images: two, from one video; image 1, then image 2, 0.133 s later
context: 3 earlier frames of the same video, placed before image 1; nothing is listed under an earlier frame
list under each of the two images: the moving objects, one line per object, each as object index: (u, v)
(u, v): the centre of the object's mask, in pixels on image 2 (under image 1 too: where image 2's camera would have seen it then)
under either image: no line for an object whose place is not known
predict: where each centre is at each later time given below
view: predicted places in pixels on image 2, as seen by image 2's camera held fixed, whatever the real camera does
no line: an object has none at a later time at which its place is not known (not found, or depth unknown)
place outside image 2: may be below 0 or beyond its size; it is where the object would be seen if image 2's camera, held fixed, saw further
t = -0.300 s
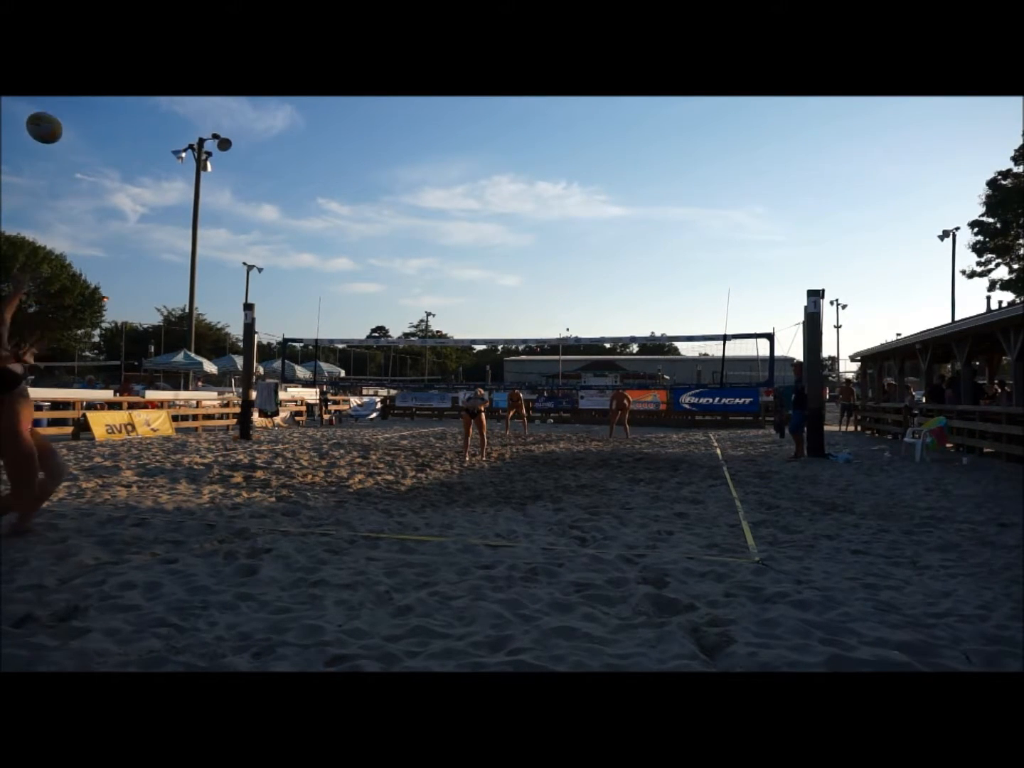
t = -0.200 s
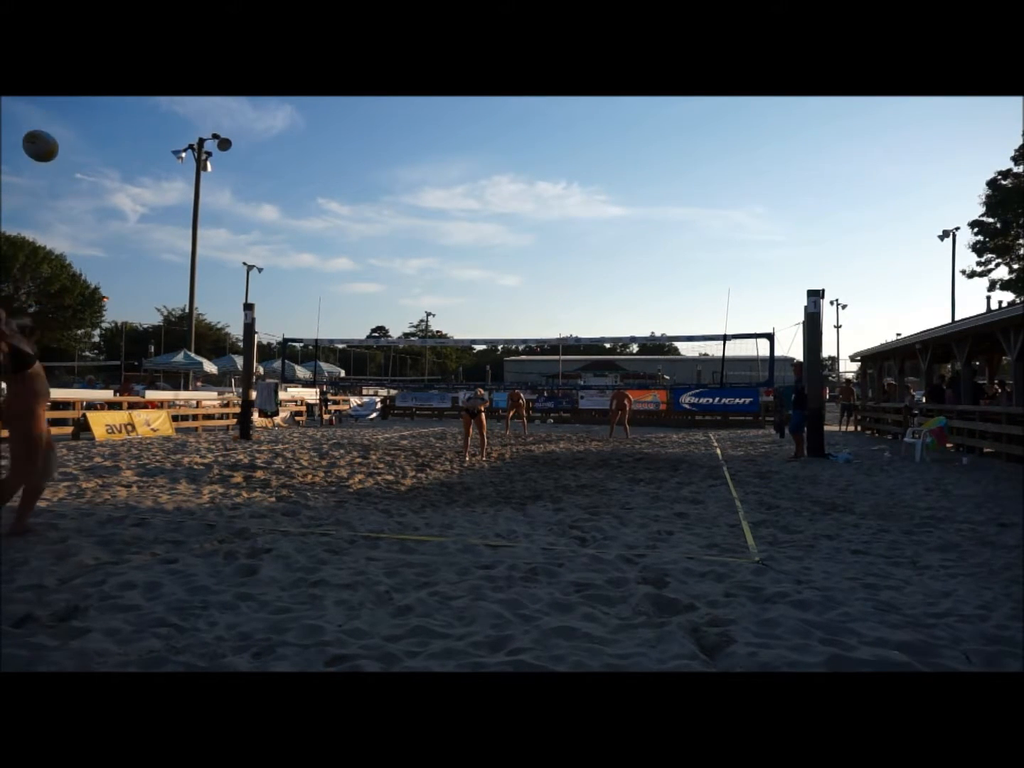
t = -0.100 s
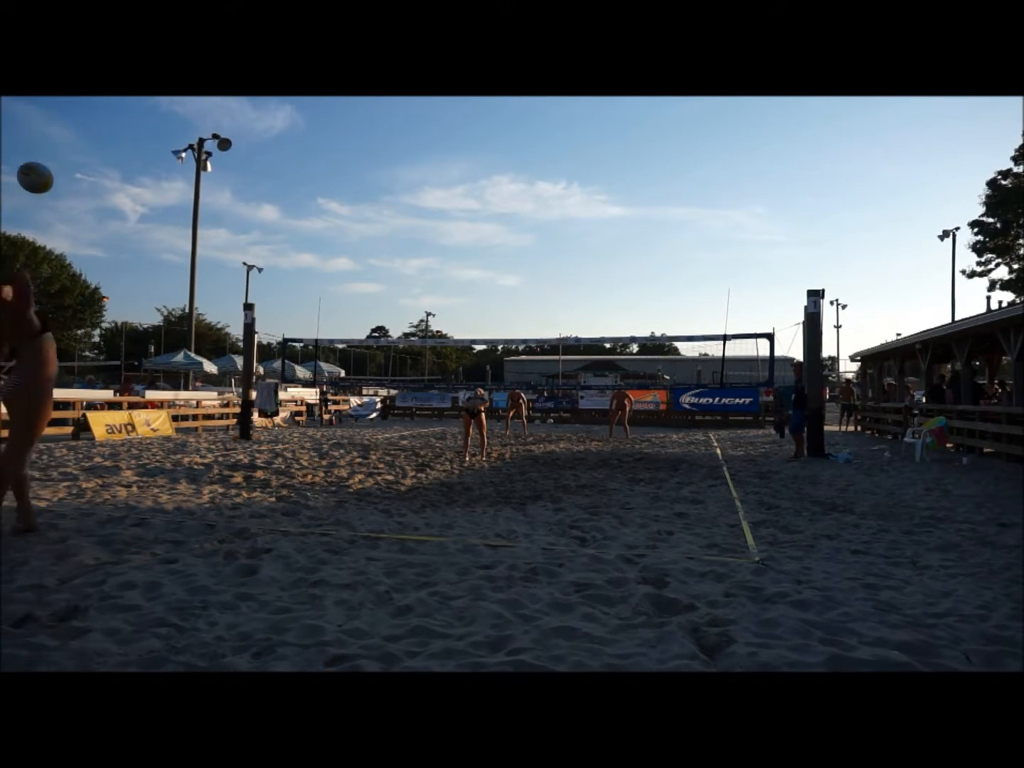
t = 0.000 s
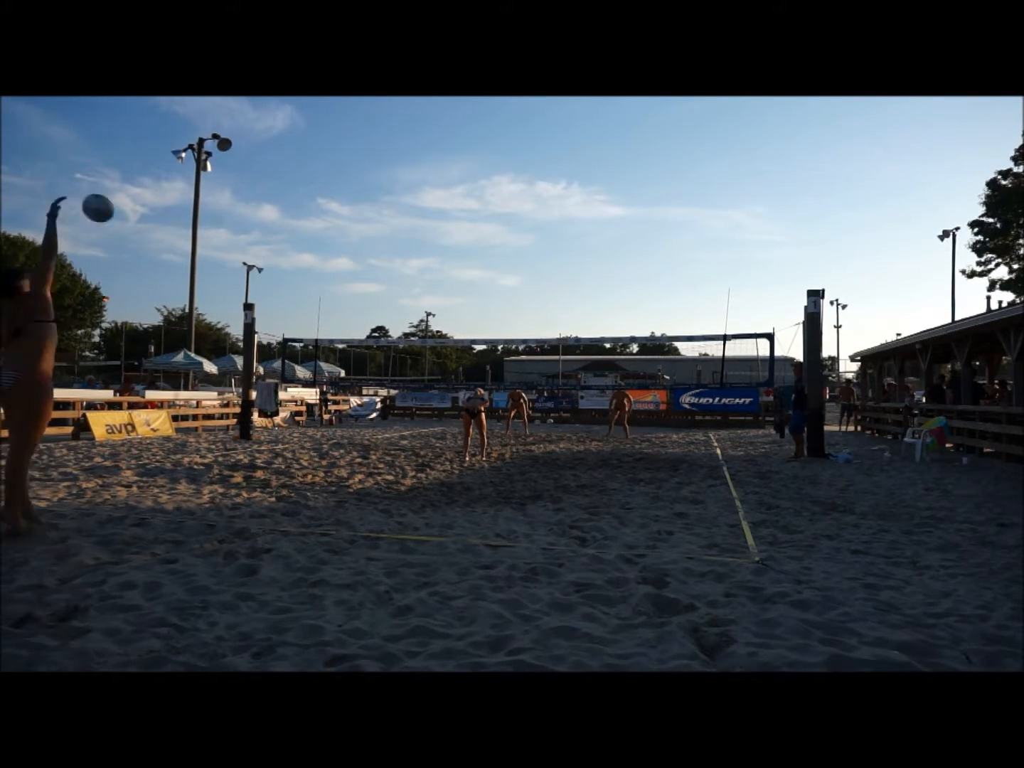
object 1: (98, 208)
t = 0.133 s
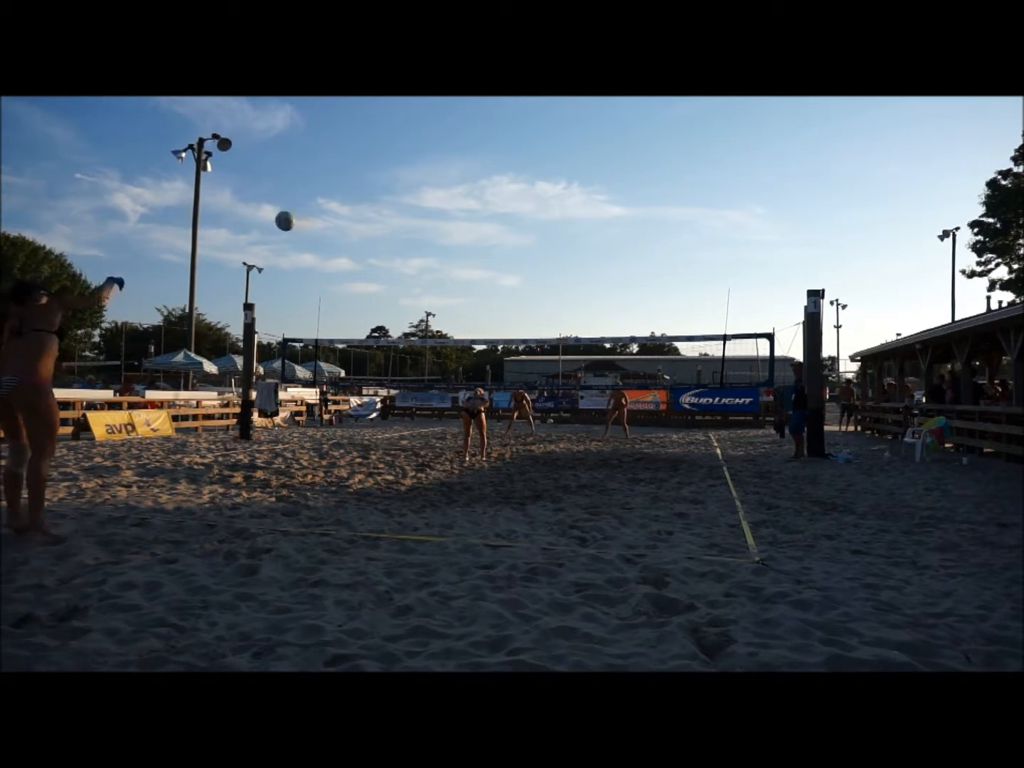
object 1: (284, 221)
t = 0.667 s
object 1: (509, 335)
